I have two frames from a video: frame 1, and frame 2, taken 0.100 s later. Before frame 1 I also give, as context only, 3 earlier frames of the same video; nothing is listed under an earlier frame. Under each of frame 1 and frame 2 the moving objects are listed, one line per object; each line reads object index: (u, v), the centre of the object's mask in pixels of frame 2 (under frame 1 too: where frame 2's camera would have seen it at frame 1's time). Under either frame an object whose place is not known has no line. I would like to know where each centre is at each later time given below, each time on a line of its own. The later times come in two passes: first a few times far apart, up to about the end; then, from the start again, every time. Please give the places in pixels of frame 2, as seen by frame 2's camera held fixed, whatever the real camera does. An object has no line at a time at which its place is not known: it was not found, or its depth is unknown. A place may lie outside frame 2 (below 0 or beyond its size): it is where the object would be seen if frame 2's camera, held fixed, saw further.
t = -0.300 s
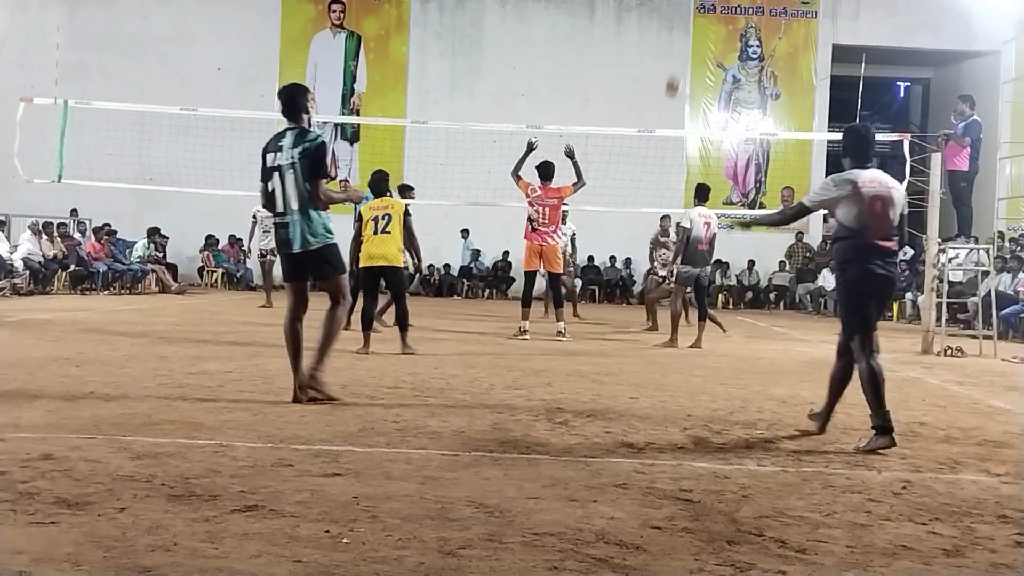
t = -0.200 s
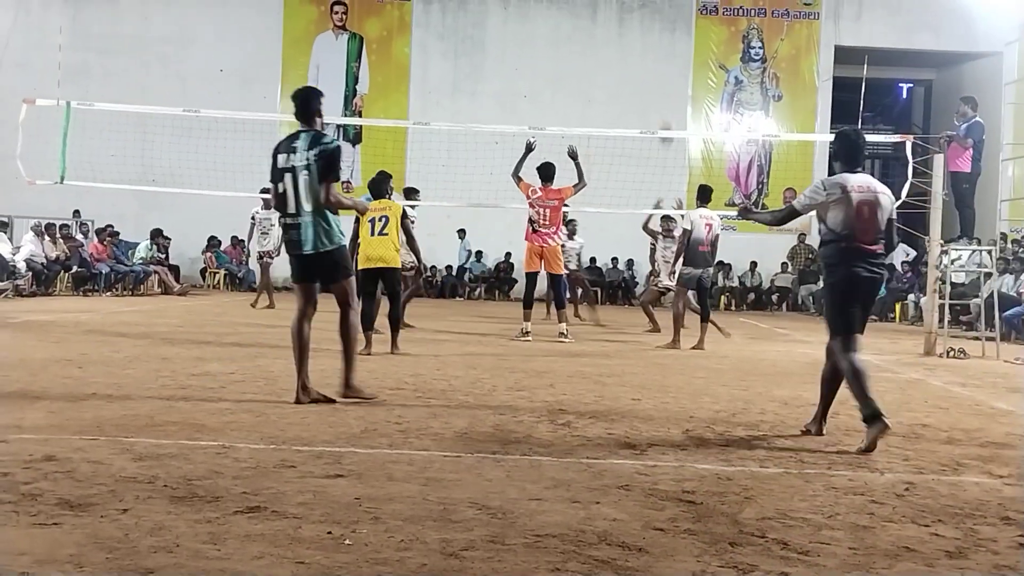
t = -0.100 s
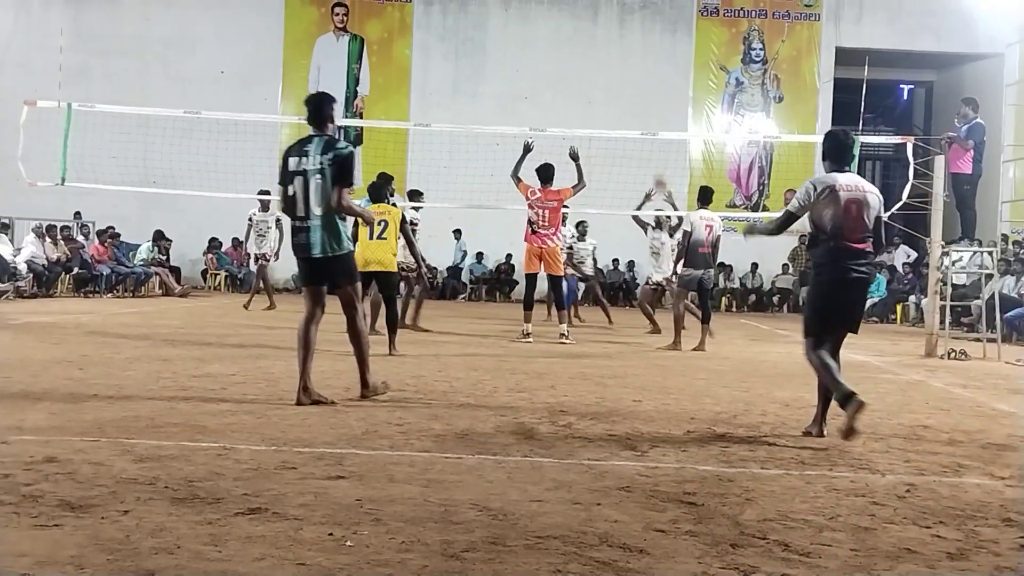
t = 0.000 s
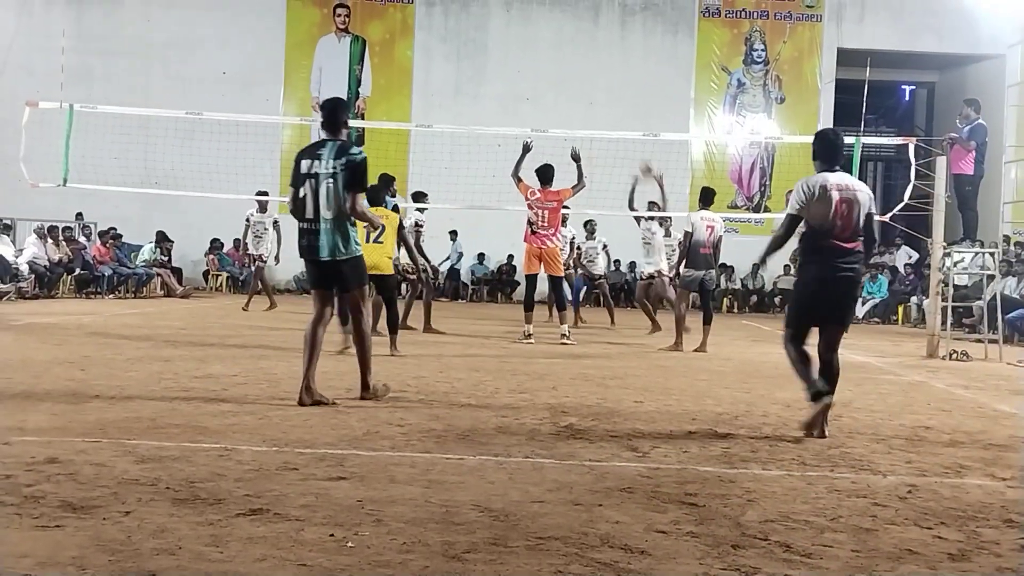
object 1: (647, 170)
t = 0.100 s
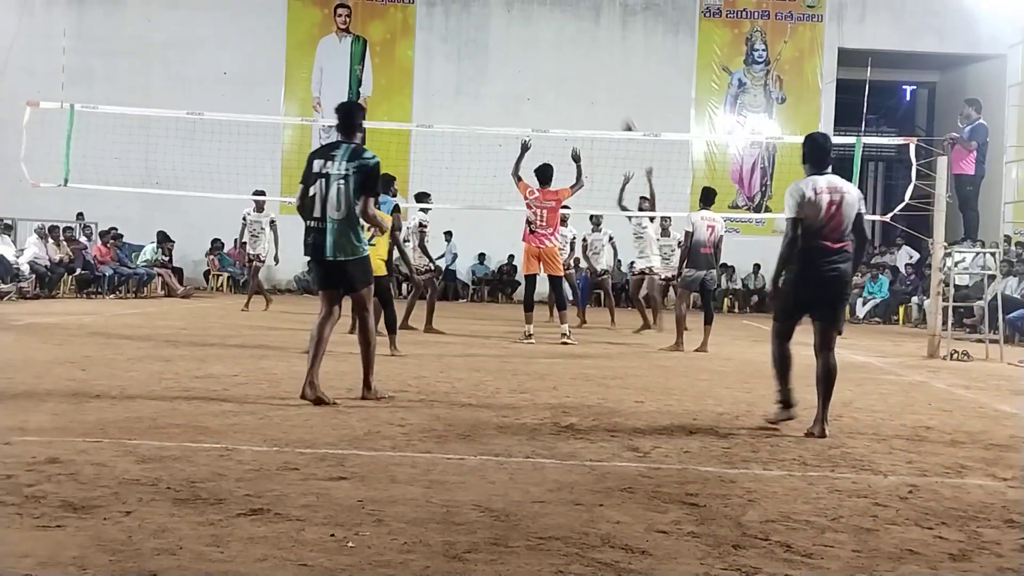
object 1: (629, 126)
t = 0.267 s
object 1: (595, 75)
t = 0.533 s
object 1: (541, 35)
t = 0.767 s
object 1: (495, 46)
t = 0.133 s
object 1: (622, 115)
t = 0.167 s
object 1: (615, 104)
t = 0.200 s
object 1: (609, 94)
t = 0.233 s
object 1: (603, 84)
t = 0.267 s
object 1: (595, 75)
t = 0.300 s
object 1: (589, 67)
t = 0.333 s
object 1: (582, 60)
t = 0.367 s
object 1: (575, 53)
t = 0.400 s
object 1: (568, 48)
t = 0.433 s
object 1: (562, 43)
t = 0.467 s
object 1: (555, 40)
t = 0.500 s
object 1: (548, 37)
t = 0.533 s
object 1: (541, 35)
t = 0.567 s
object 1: (535, 34)
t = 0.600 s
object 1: (528, 34)
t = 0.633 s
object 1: (522, 34)
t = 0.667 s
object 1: (515, 36)
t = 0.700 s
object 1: (508, 39)
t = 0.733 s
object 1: (502, 42)
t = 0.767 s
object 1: (495, 46)
